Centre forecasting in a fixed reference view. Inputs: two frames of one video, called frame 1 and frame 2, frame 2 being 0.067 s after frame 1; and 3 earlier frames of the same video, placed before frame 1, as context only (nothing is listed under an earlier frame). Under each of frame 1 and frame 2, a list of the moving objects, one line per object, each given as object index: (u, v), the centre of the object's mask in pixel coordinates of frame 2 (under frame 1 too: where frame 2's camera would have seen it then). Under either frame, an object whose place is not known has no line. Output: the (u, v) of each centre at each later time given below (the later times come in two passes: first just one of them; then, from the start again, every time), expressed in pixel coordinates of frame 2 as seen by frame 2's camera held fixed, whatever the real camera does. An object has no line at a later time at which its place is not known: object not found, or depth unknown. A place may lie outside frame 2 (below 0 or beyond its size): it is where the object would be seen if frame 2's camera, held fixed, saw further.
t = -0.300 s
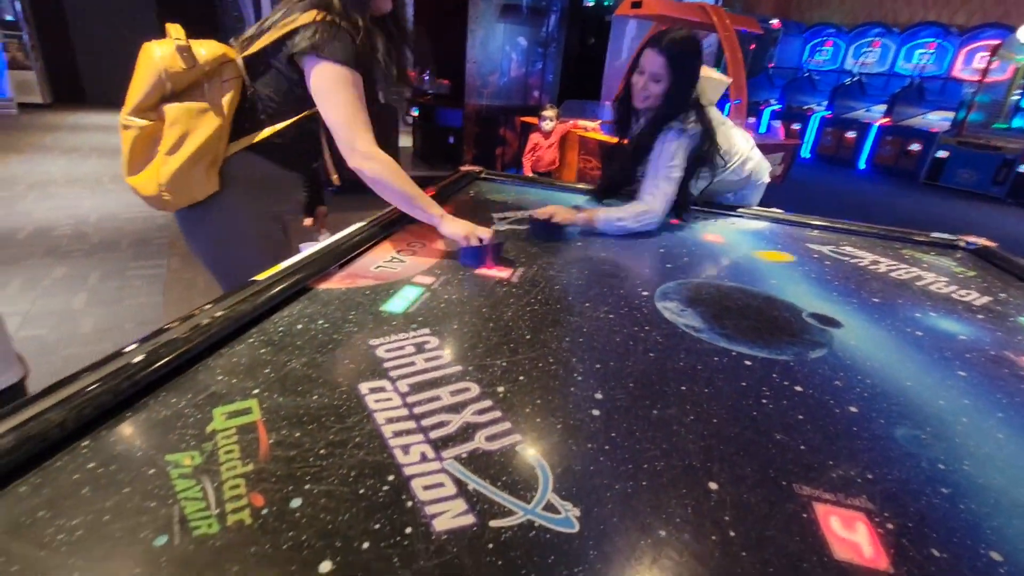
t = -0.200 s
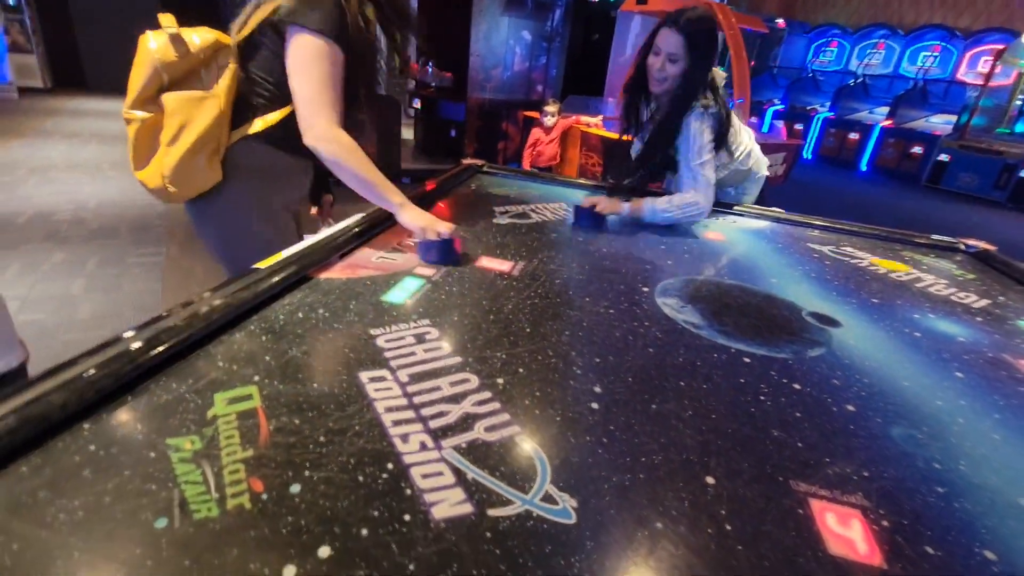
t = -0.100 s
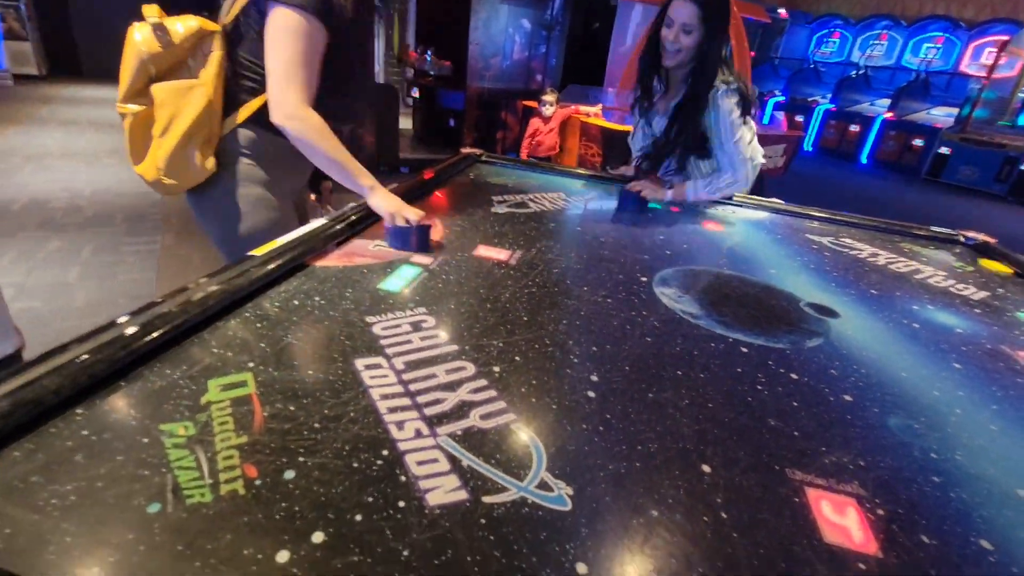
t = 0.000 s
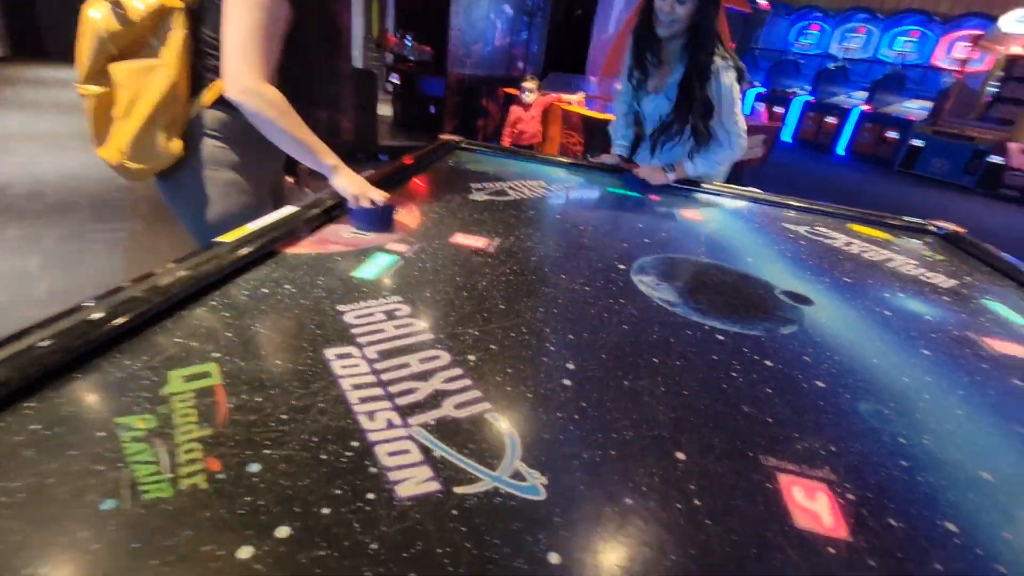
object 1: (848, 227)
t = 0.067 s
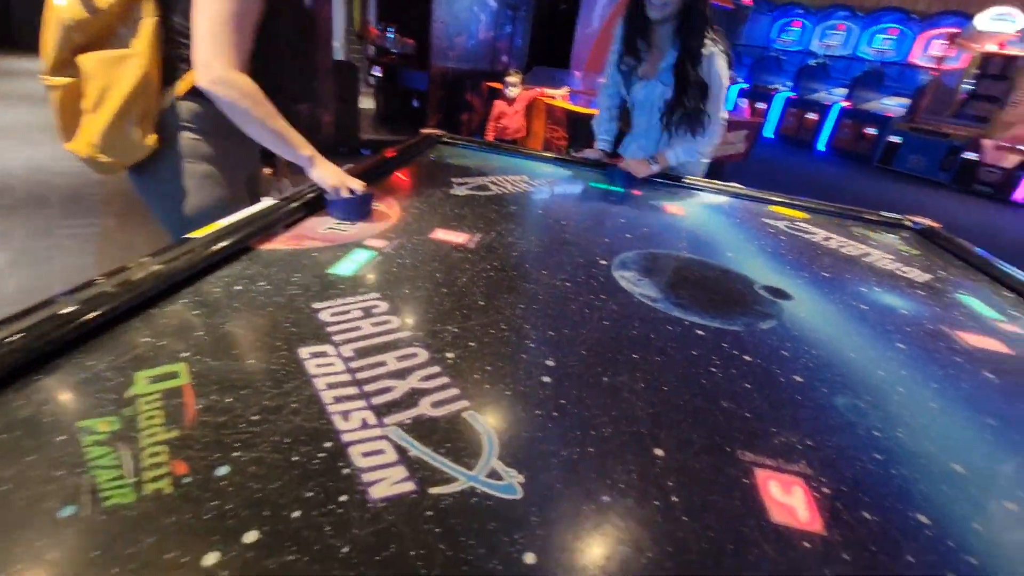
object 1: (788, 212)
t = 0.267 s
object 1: (722, 207)
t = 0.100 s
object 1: (761, 205)
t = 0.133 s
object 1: (736, 199)
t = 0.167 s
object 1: (723, 198)
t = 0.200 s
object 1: (723, 201)
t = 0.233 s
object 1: (723, 202)
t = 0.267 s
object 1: (722, 207)
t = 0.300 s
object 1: (722, 211)
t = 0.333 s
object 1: (721, 215)
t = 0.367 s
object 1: (720, 220)
